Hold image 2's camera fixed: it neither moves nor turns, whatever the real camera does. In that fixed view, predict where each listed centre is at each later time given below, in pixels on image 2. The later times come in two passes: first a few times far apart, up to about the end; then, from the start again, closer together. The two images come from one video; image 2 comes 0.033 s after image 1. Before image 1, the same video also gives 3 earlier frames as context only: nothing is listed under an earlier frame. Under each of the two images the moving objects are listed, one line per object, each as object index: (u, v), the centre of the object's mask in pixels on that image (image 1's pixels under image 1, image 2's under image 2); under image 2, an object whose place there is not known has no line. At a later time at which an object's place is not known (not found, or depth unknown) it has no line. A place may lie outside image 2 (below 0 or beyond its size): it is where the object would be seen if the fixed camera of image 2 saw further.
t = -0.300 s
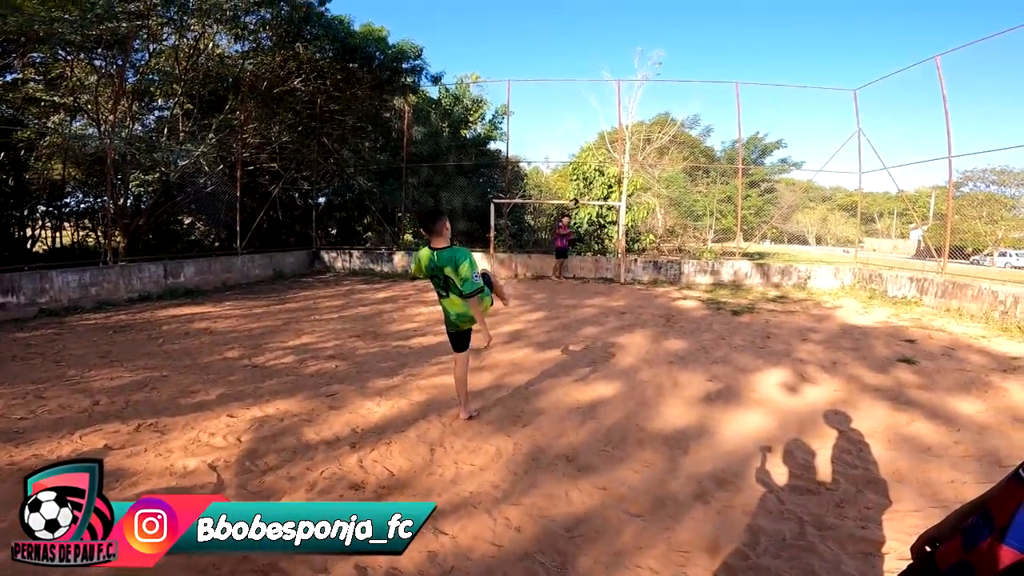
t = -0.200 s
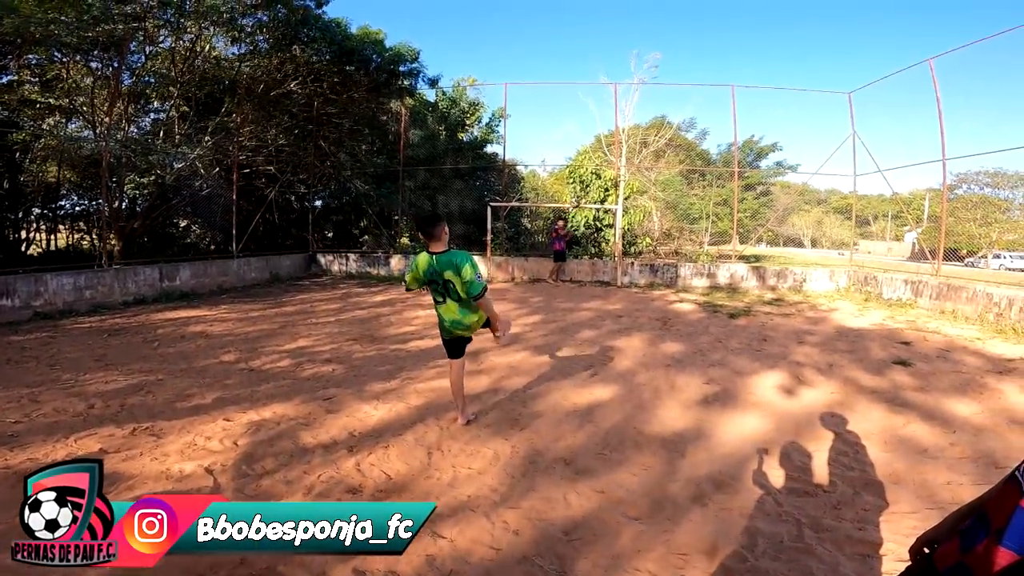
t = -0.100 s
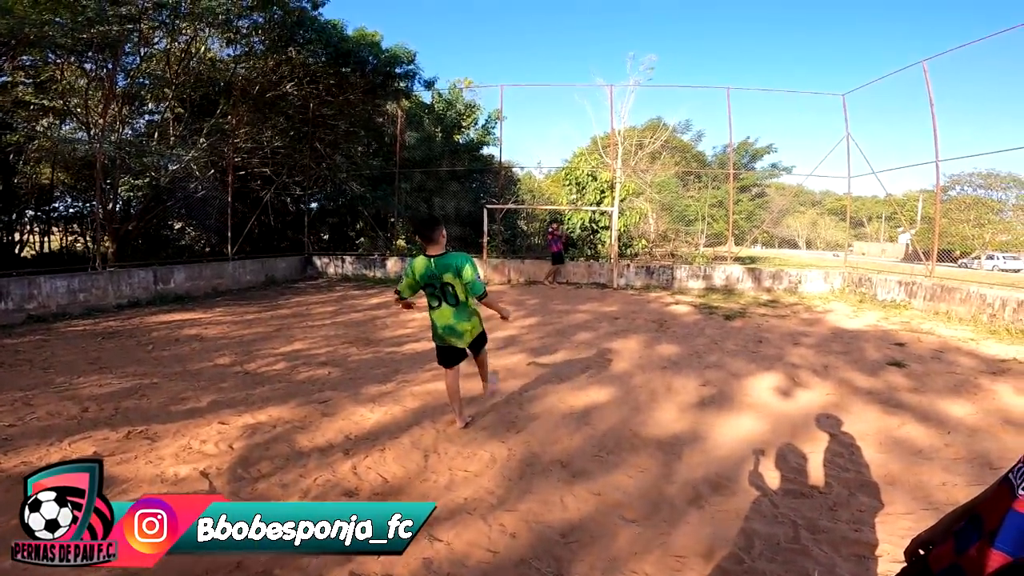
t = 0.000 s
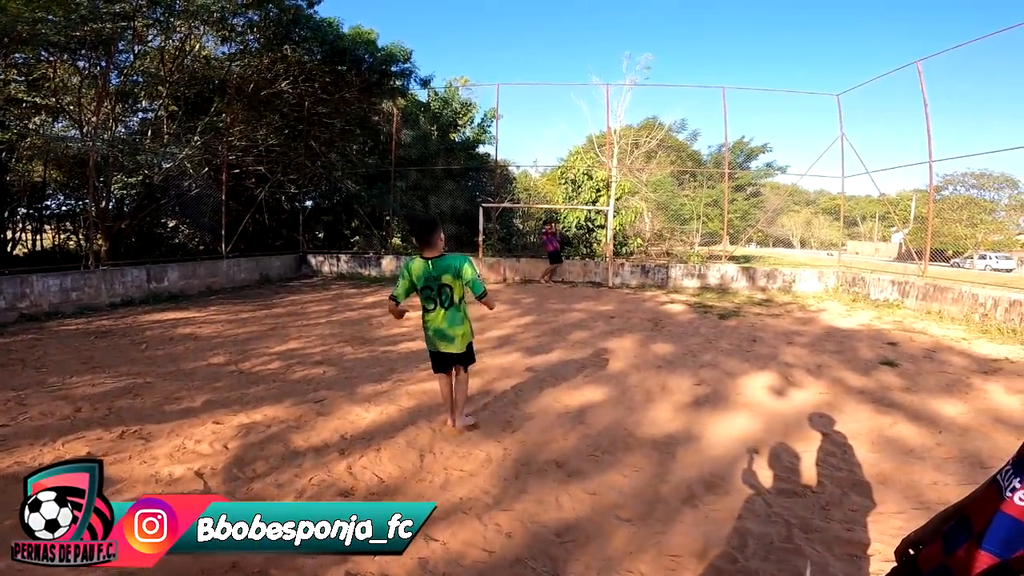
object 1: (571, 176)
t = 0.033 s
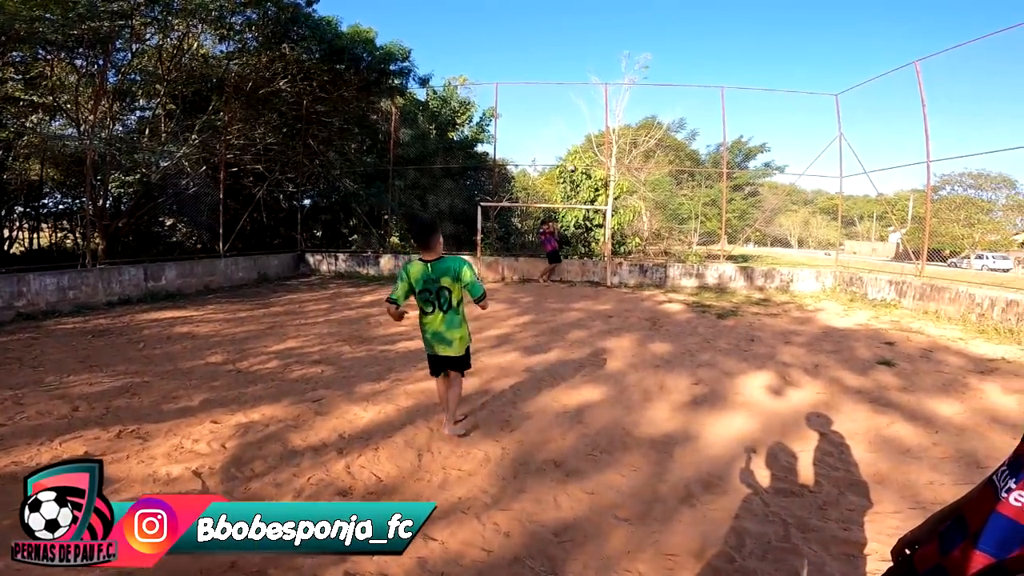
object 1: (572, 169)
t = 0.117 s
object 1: (574, 152)
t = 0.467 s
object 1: (592, 110)
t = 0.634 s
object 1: (603, 107)
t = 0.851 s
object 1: (617, 128)
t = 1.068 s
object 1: (627, 194)
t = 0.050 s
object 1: (571, 166)
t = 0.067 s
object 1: (572, 161)
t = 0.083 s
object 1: (572, 159)
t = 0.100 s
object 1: (573, 155)
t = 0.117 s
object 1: (574, 152)
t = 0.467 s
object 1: (592, 110)
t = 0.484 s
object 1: (593, 109)
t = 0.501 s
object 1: (594, 109)
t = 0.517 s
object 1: (596, 108)
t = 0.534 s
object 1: (597, 107)
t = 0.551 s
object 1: (598, 108)
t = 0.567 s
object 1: (599, 107)
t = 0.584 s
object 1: (600, 107)
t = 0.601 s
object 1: (601, 107)
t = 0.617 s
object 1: (602, 107)
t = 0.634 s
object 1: (603, 107)
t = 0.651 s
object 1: (605, 109)
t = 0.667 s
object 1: (605, 109)
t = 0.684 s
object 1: (606, 109)
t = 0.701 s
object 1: (607, 110)
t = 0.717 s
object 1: (608, 111)
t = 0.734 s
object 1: (609, 113)
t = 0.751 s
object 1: (611, 115)
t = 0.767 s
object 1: (612, 116)
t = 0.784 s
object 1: (612, 118)
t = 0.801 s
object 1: (614, 120)
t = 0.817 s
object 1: (615, 122)
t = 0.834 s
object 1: (616, 124)
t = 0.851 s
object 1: (617, 128)
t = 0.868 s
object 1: (619, 132)
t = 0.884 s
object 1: (618, 135)
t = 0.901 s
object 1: (620, 138)
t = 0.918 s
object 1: (620, 142)
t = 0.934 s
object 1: (621, 146)
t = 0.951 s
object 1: (622, 151)
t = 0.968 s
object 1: (624, 158)
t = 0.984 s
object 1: (625, 163)
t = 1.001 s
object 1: (626, 168)
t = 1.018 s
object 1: (626, 173)
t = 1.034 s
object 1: (627, 180)
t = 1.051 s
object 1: (627, 186)
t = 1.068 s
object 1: (627, 194)
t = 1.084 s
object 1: (626, 202)
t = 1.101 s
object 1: (626, 210)
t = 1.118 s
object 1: (627, 220)
